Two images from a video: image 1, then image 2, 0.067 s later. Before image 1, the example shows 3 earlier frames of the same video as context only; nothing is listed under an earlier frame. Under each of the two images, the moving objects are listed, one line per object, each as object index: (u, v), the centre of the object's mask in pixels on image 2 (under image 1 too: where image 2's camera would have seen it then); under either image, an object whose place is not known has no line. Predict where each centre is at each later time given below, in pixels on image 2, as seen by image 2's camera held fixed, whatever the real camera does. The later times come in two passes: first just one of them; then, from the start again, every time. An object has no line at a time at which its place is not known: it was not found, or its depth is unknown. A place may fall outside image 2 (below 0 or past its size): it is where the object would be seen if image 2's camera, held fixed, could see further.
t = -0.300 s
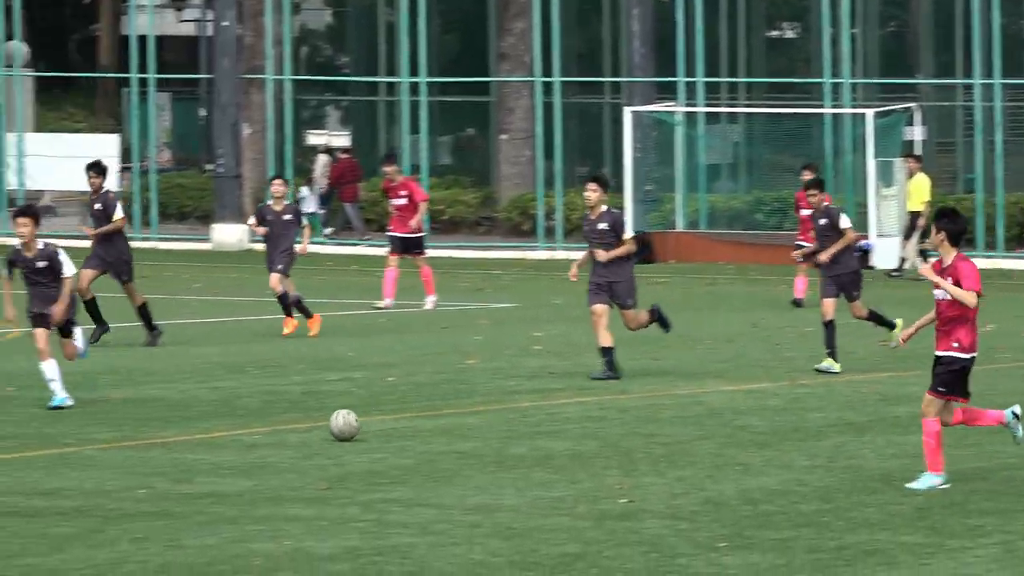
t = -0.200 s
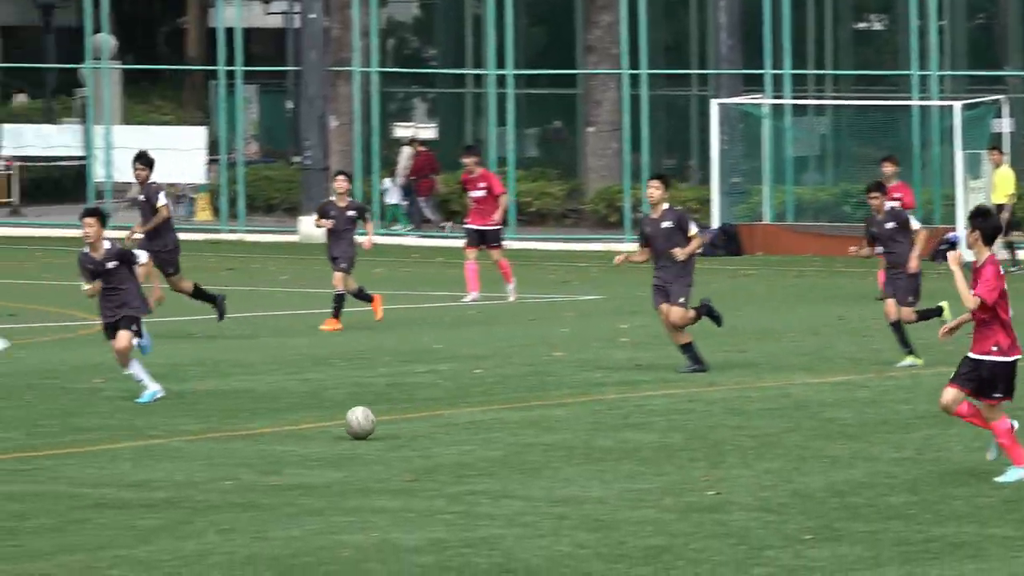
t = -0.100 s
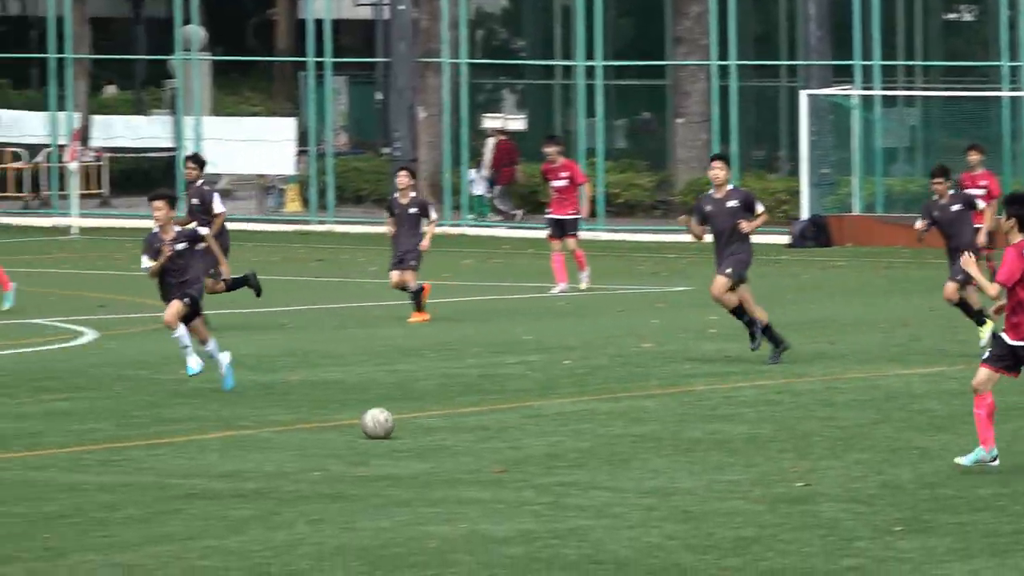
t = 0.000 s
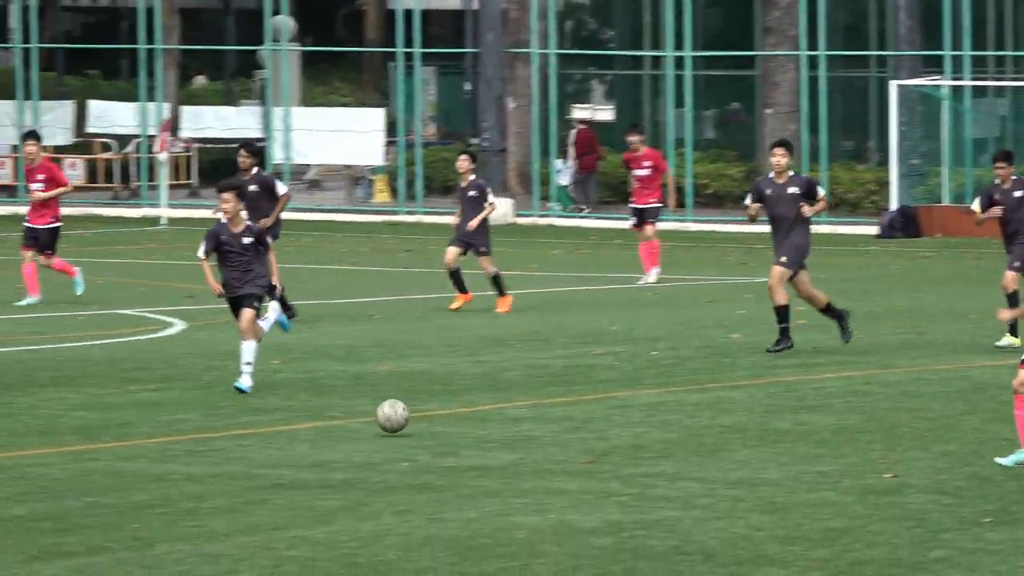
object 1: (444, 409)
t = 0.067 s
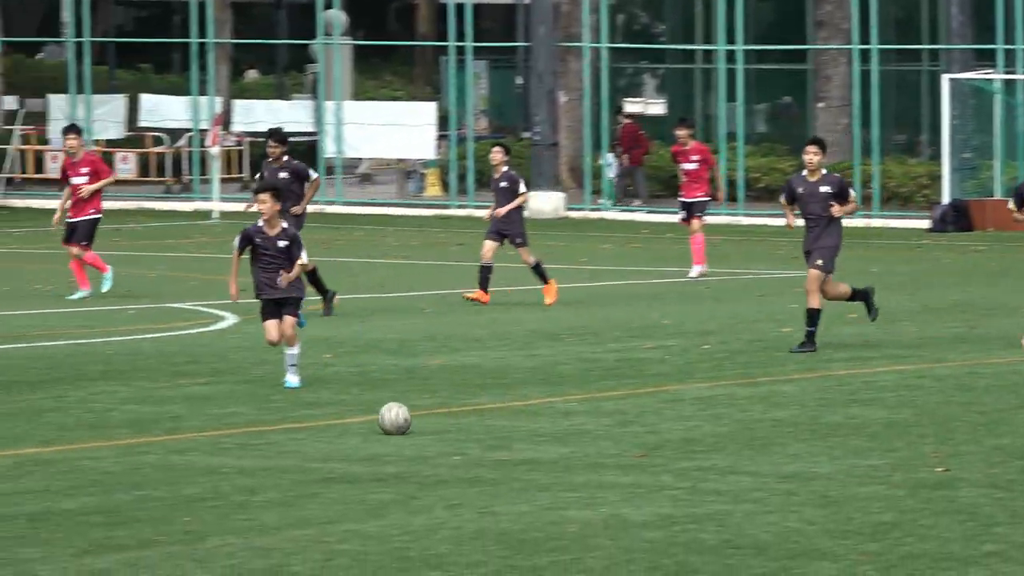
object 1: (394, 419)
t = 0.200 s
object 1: (297, 427)
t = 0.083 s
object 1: (382, 419)
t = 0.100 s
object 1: (370, 418)
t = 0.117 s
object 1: (358, 419)
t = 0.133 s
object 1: (346, 419)
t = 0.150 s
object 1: (334, 420)
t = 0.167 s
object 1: (321, 422)
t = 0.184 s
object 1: (309, 424)
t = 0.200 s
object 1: (297, 427)
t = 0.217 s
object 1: (285, 430)
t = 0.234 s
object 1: (272, 431)
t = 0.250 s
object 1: (260, 431)
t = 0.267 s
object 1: (248, 432)
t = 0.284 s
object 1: (235, 433)
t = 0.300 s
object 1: (223, 434)
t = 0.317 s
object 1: (210, 436)
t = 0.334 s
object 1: (197, 438)
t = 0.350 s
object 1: (185, 440)
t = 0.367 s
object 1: (173, 439)
